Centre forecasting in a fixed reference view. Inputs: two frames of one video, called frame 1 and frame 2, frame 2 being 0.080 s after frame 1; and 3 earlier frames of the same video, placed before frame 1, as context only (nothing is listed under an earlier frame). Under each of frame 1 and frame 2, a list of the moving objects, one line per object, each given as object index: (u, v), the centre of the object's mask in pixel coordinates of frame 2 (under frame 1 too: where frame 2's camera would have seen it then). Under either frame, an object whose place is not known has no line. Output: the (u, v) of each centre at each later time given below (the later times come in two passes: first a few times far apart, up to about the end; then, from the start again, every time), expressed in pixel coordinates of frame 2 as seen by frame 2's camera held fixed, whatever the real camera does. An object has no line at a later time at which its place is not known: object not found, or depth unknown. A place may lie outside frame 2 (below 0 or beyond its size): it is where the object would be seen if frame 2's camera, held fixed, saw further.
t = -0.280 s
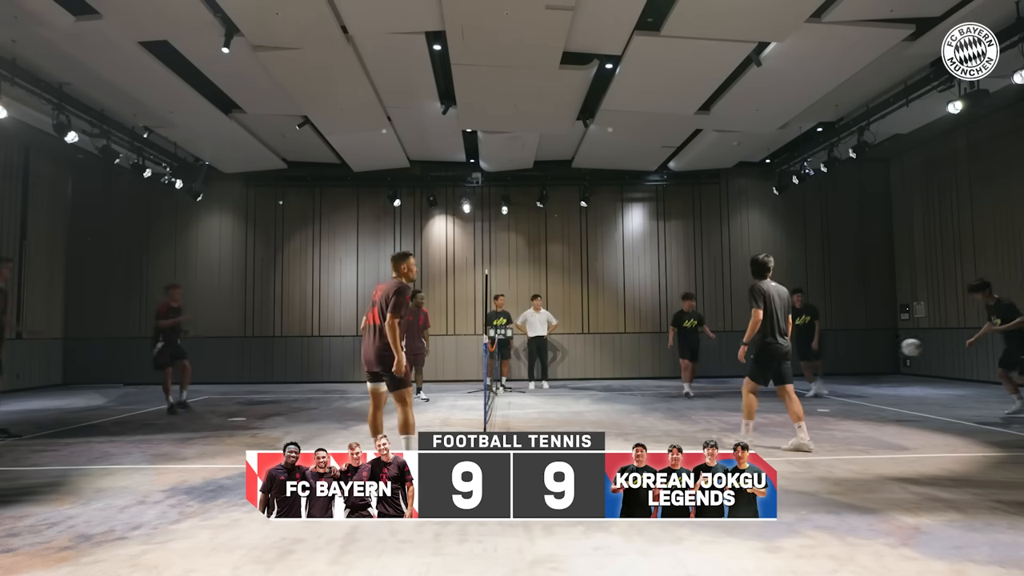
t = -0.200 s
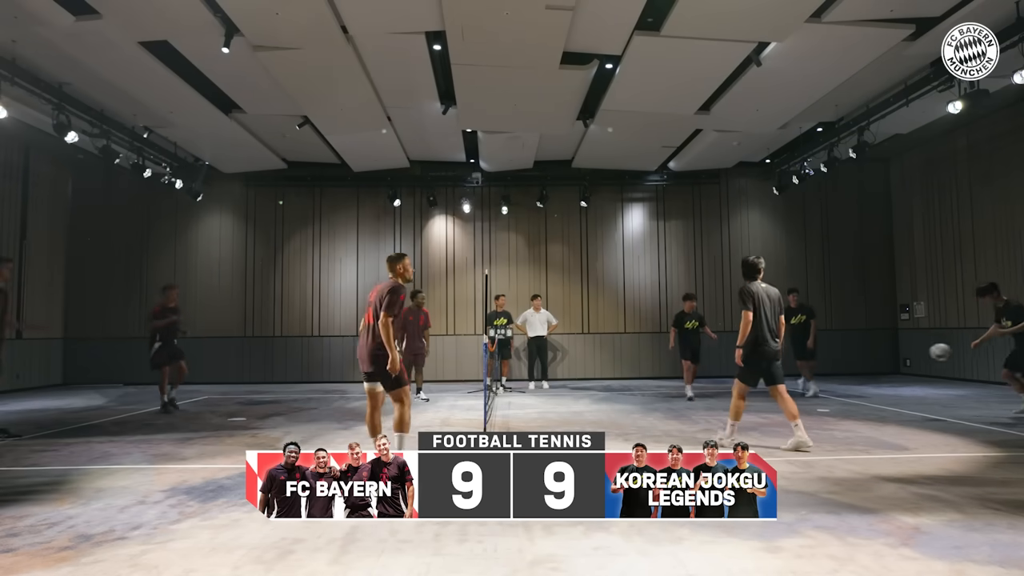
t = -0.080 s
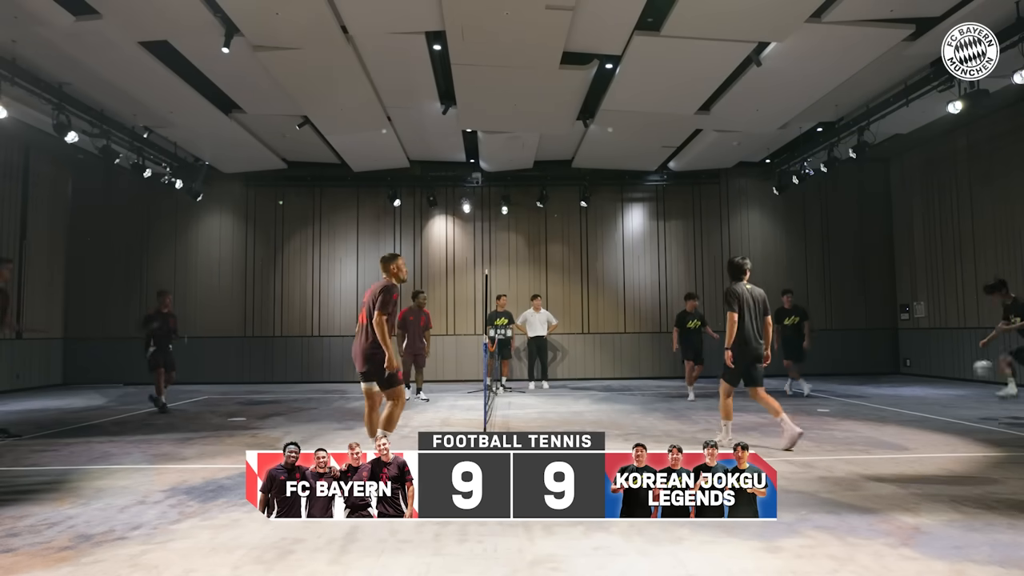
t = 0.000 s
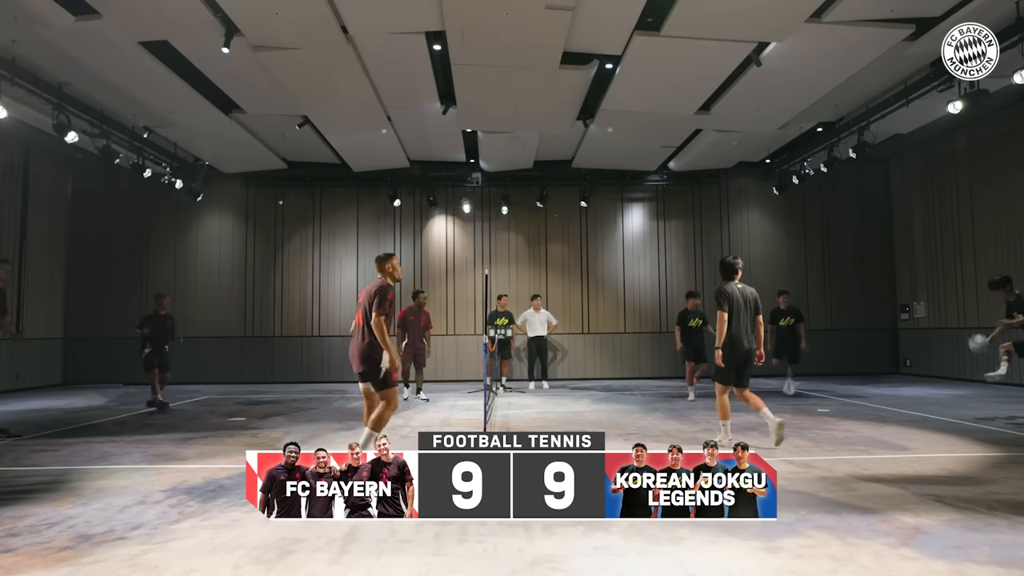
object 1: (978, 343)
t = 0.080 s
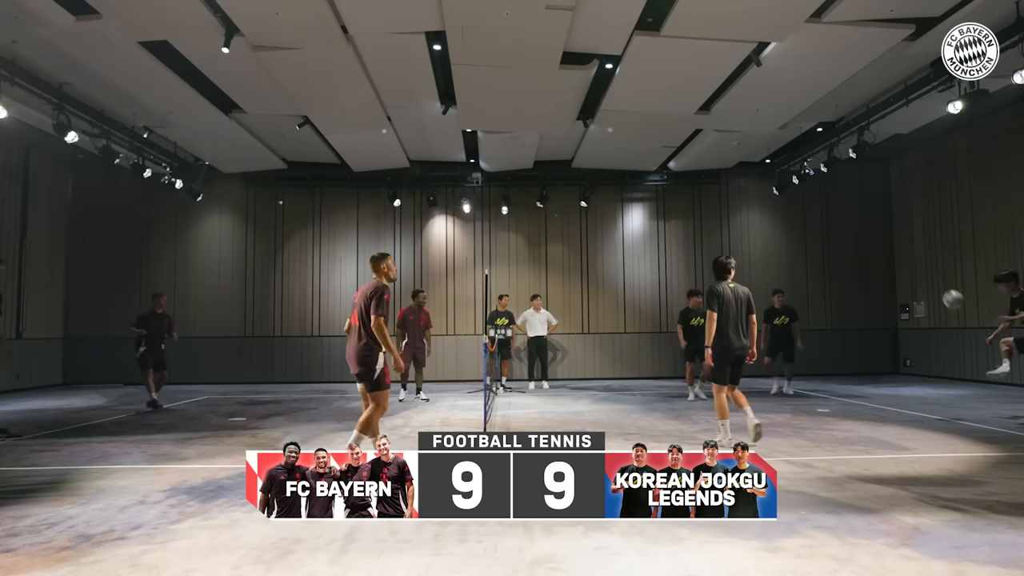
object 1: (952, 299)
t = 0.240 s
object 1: (905, 232)
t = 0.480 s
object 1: (841, 174)
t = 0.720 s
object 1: (786, 162)
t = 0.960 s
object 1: (737, 192)
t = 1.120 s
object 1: (706, 234)
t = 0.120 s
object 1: (940, 280)
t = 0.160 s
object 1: (928, 262)
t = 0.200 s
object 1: (916, 246)
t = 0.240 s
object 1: (905, 232)
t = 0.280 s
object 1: (894, 218)
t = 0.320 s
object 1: (882, 207)
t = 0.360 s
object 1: (872, 196)
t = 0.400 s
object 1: (861, 187)
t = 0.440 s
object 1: (851, 180)
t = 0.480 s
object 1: (841, 174)
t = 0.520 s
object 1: (832, 168)
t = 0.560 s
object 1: (822, 165)
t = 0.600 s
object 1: (812, 162)
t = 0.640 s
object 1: (803, 161)
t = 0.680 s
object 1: (795, 161)
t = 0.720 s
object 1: (786, 162)
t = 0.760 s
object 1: (778, 164)
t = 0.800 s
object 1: (769, 168)
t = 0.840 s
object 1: (761, 172)
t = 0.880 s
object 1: (753, 178)
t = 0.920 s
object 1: (745, 184)
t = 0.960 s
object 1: (737, 192)
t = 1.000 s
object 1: (729, 201)
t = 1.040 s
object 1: (721, 211)
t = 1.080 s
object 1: (713, 222)
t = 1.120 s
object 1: (706, 234)
